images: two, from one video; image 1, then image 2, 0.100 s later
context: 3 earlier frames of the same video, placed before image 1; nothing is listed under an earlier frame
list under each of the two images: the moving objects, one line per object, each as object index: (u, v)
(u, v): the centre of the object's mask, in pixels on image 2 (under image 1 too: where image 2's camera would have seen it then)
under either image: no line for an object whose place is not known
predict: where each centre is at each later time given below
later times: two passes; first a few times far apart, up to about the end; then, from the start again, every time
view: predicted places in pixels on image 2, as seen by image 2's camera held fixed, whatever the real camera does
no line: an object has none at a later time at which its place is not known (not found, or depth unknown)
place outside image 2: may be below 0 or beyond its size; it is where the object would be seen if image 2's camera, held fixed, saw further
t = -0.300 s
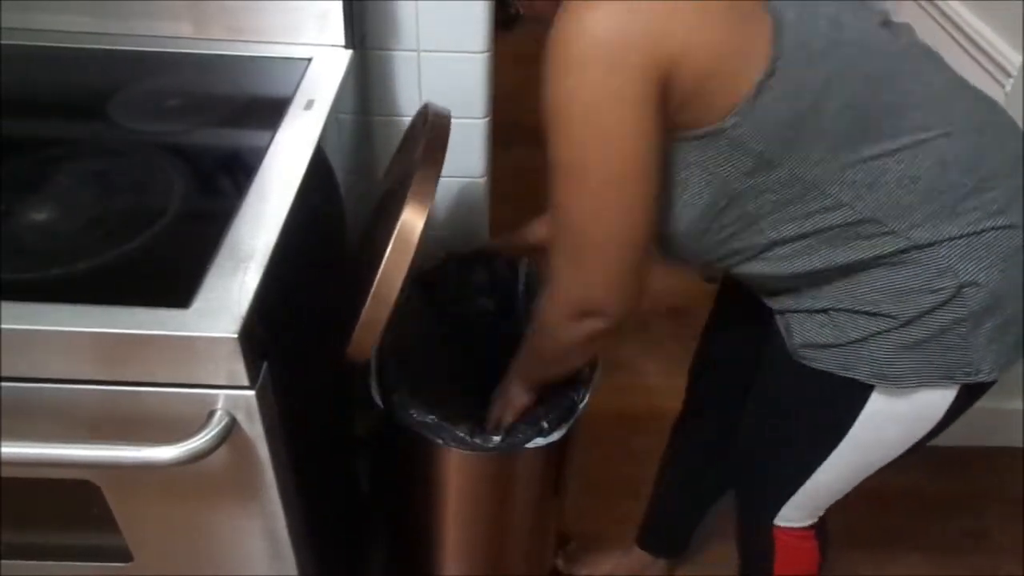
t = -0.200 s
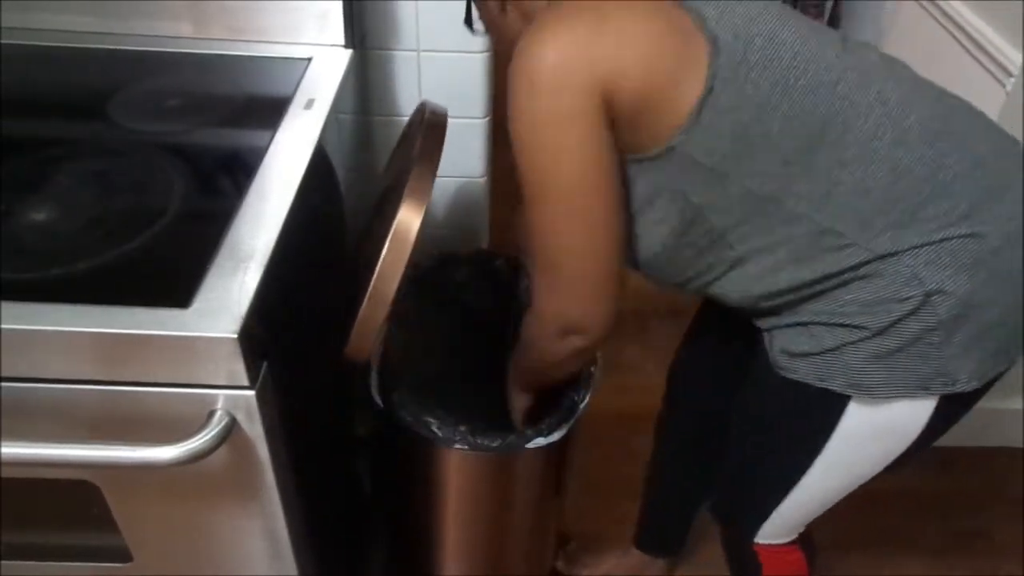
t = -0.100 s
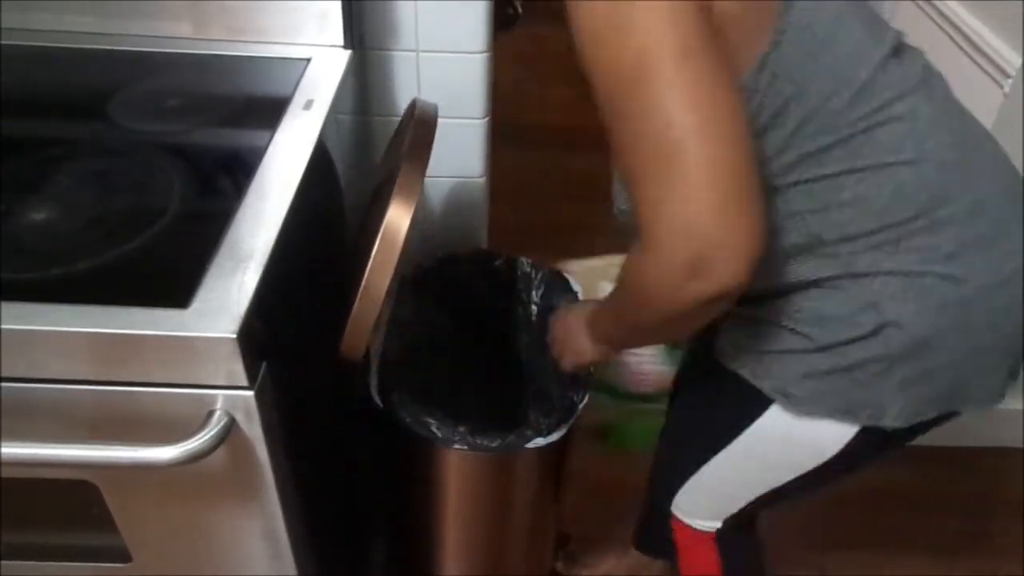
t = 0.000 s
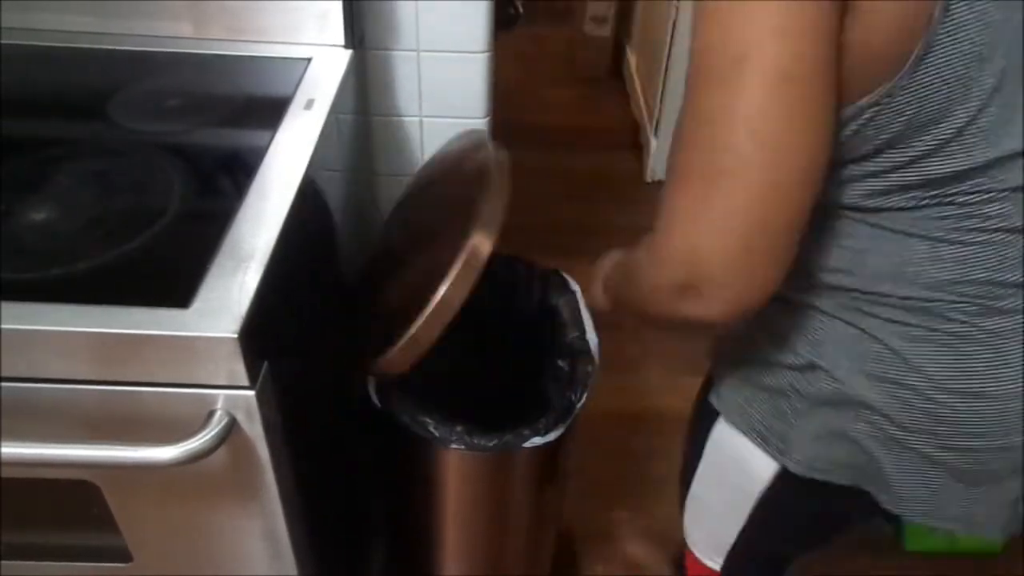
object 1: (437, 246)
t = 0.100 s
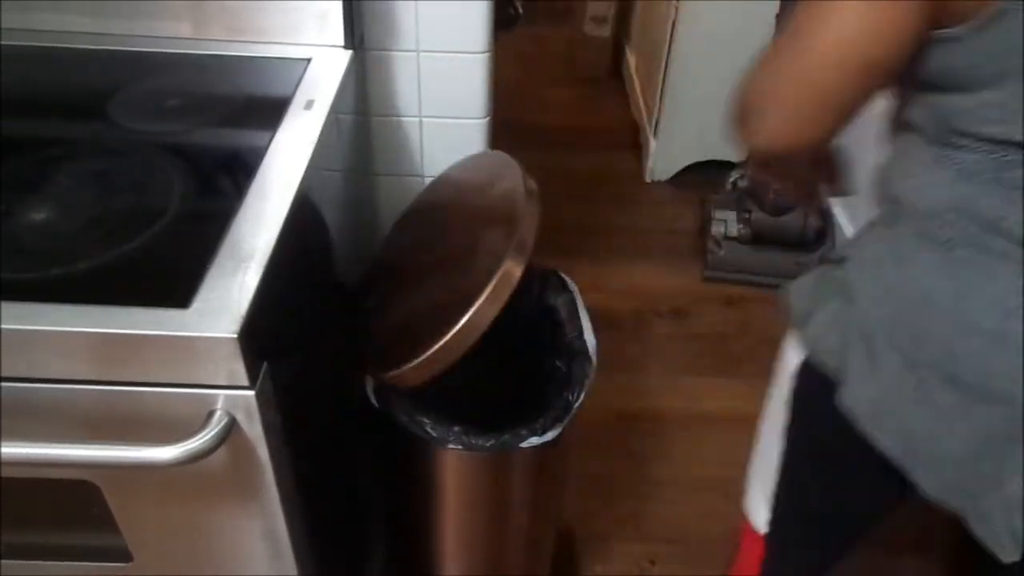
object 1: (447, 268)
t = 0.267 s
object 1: (465, 296)
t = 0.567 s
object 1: (479, 318)
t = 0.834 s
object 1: (479, 320)
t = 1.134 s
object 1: (480, 322)
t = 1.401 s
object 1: (480, 323)
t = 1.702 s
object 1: (480, 324)
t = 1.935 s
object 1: (481, 325)
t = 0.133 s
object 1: (452, 274)
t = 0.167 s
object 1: (456, 280)
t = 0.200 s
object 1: (459, 287)
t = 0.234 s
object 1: (462, 292)
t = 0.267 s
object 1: (465, 296)
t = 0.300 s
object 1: (467, 302)
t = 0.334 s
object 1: (474, 306)
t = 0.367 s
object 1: (476, 312)
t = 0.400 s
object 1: (478, 316)
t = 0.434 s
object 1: (478, 318)
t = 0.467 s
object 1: (479, 318)
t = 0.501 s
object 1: (479, 318)
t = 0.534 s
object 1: (479, 318)
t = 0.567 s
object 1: (479, 318)
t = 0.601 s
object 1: (479, 319)
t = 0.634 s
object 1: (479, 319)
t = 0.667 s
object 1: (479, 319)
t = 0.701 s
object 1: (479, 319)
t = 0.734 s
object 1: (479, 319)
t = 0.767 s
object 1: (480, 320)
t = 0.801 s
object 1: (480, 320)
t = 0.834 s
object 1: (479, 320)
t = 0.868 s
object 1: (480, 320)
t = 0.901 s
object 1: (480, 320)
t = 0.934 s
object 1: (480, 321)
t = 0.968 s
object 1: (480, 321)
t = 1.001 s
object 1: (480, 321)
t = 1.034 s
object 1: (480, 321)
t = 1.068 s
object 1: (480, 321)
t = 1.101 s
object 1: (480, 321)
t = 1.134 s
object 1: (480, 322)
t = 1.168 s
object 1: (480, 322)
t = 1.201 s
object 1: (480, 322)
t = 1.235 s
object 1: (480, 322)
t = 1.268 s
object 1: (480, 322)
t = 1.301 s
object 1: (480, 323)
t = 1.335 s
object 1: (480, 323)
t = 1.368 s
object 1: (480, 323)
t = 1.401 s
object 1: (480, 323)
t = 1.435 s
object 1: (480, 323)
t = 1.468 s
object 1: (480, 323)
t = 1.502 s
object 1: (480, 323)
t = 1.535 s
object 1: (480, 323)
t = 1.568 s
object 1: (480, 324)
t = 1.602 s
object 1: (480, 324)
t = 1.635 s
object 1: (480, 324)
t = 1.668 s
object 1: (480, 324)
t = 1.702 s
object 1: (480, 324)
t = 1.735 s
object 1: (480, 324)
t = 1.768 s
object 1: (480, 324)
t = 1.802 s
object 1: (480, 325)
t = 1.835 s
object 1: (480, 325)
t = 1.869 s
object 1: (480, 325)
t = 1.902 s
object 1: (481, 325)
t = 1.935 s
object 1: (481, 325)
